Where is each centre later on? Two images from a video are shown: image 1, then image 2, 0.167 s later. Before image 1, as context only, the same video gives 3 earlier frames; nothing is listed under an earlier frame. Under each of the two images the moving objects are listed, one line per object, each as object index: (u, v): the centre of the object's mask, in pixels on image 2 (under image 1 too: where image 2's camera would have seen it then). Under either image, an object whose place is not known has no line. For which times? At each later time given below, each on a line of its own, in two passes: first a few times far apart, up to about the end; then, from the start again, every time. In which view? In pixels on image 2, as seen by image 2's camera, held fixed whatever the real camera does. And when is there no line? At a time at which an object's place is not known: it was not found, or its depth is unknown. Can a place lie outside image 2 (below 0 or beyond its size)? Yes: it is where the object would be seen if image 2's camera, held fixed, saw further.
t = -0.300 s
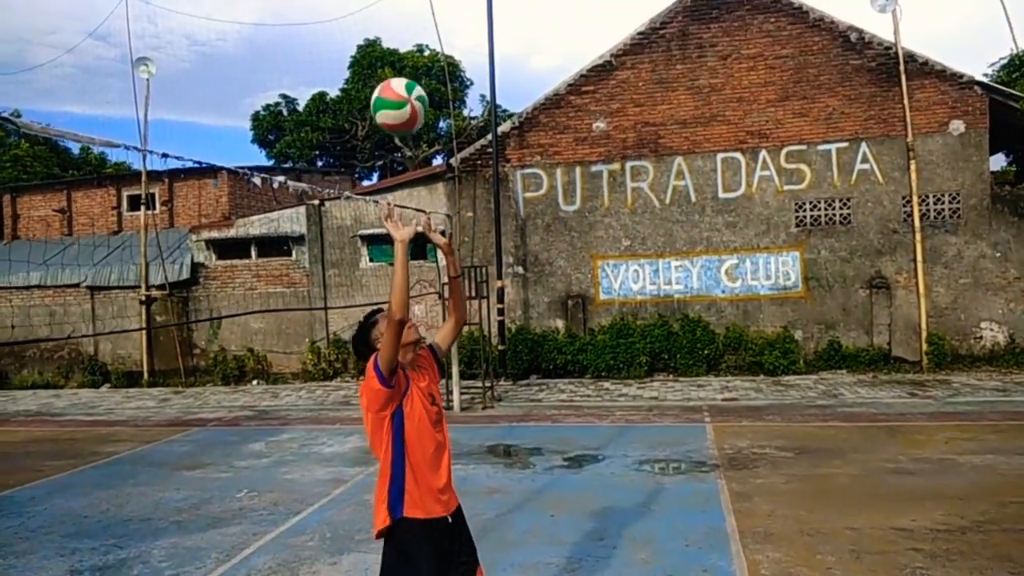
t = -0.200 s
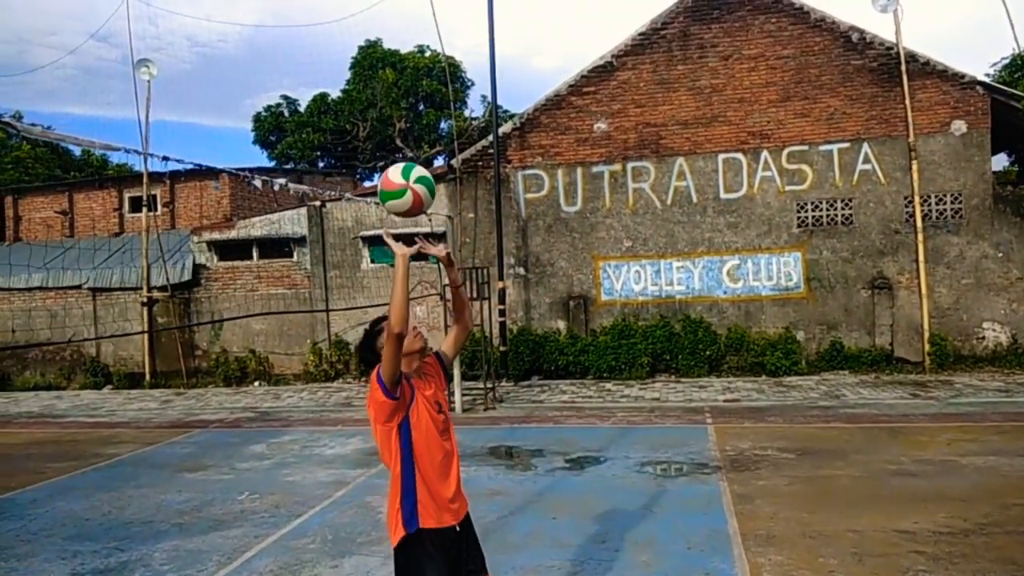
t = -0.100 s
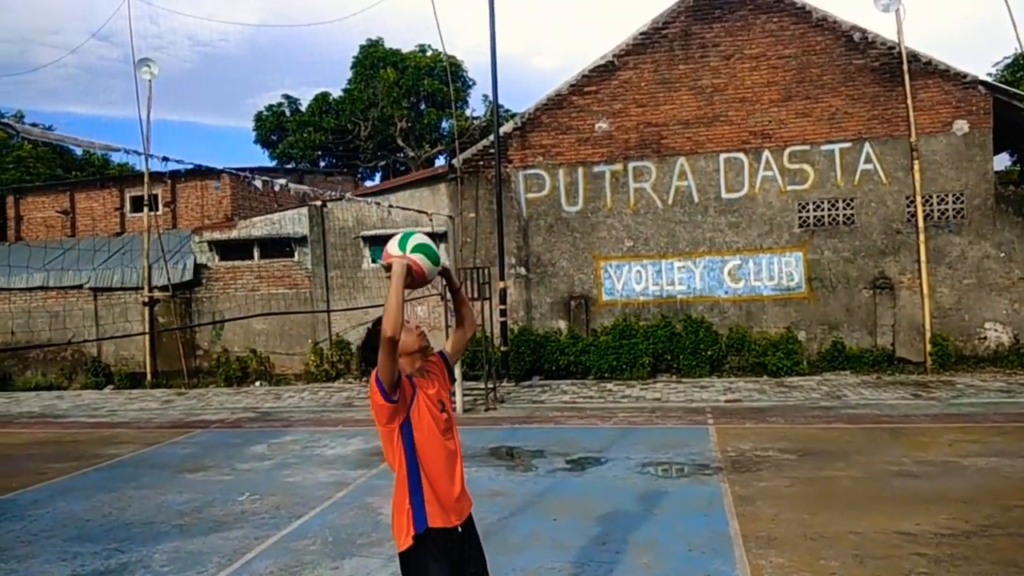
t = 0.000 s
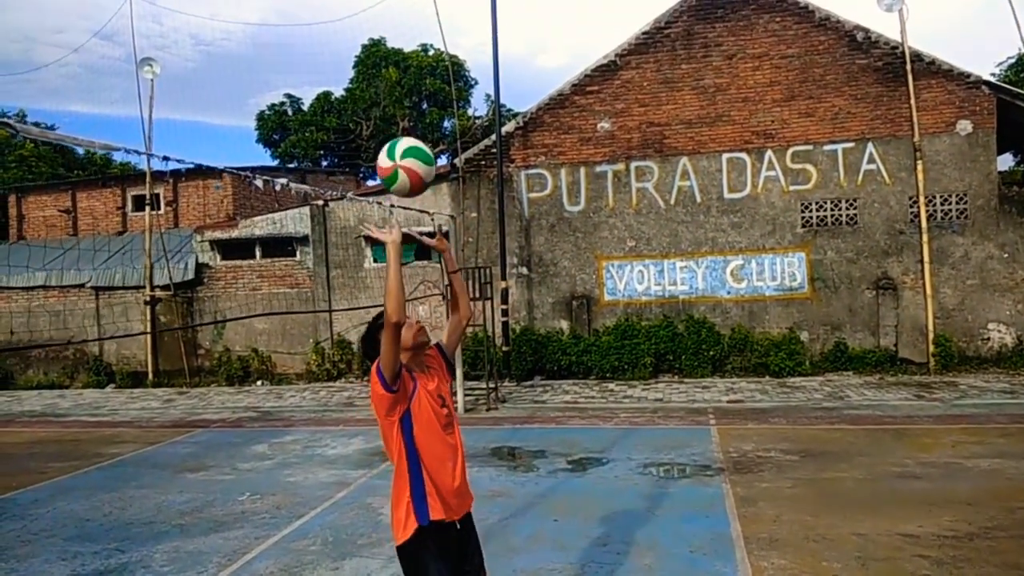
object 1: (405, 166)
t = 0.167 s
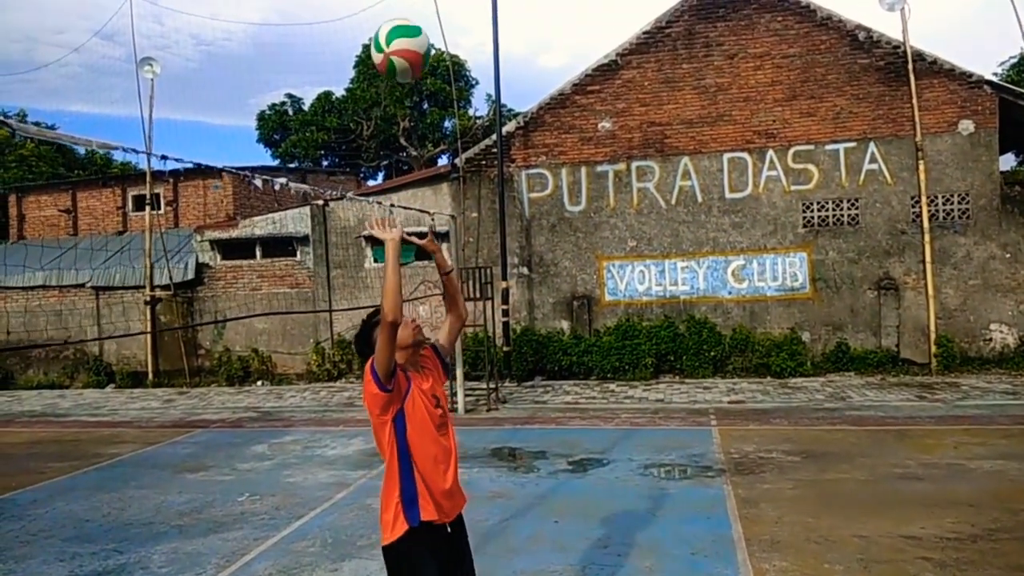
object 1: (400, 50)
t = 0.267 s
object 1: (400, 22)
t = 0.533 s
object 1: (407, 65)
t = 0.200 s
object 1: (401, 36)
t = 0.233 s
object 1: (400, 26)
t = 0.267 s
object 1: (400, 22)
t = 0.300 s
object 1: (401, 20)
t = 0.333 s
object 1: (401, 19)
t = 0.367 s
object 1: (402, 20)
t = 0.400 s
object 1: (402, 22)
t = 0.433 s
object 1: (403, 26)
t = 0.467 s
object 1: (405, 34)
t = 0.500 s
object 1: (406, 47)
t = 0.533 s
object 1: (407, 65)
